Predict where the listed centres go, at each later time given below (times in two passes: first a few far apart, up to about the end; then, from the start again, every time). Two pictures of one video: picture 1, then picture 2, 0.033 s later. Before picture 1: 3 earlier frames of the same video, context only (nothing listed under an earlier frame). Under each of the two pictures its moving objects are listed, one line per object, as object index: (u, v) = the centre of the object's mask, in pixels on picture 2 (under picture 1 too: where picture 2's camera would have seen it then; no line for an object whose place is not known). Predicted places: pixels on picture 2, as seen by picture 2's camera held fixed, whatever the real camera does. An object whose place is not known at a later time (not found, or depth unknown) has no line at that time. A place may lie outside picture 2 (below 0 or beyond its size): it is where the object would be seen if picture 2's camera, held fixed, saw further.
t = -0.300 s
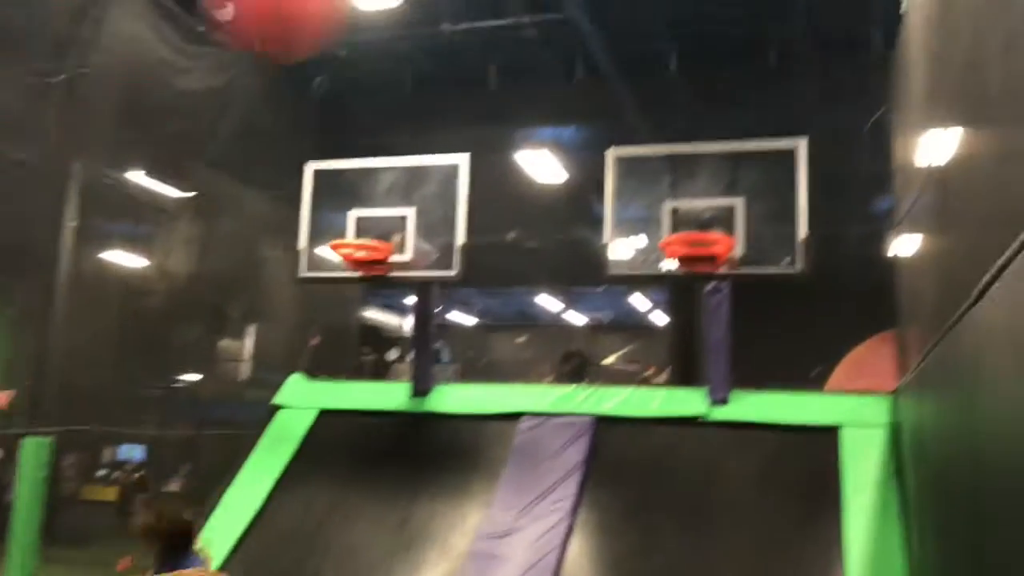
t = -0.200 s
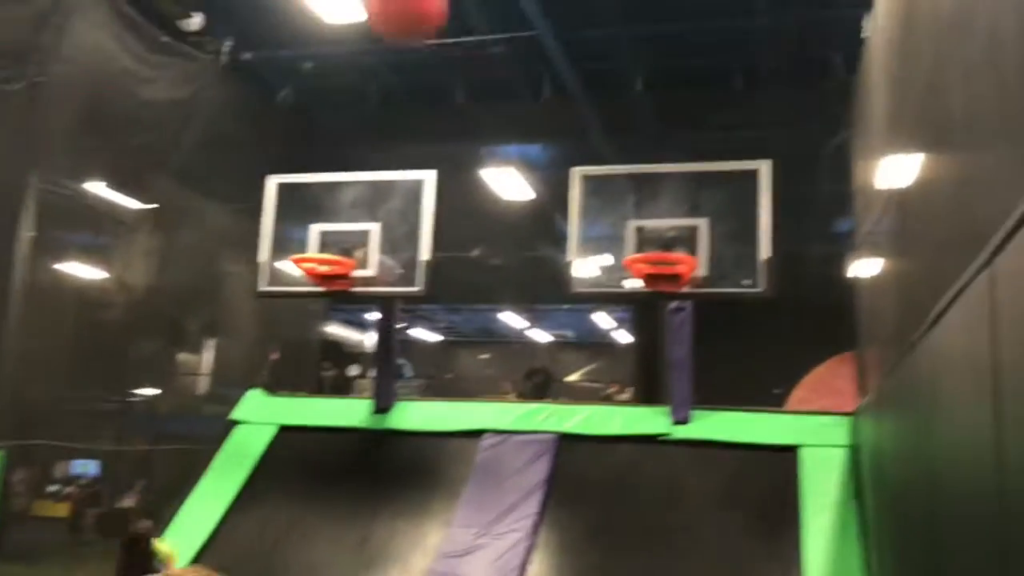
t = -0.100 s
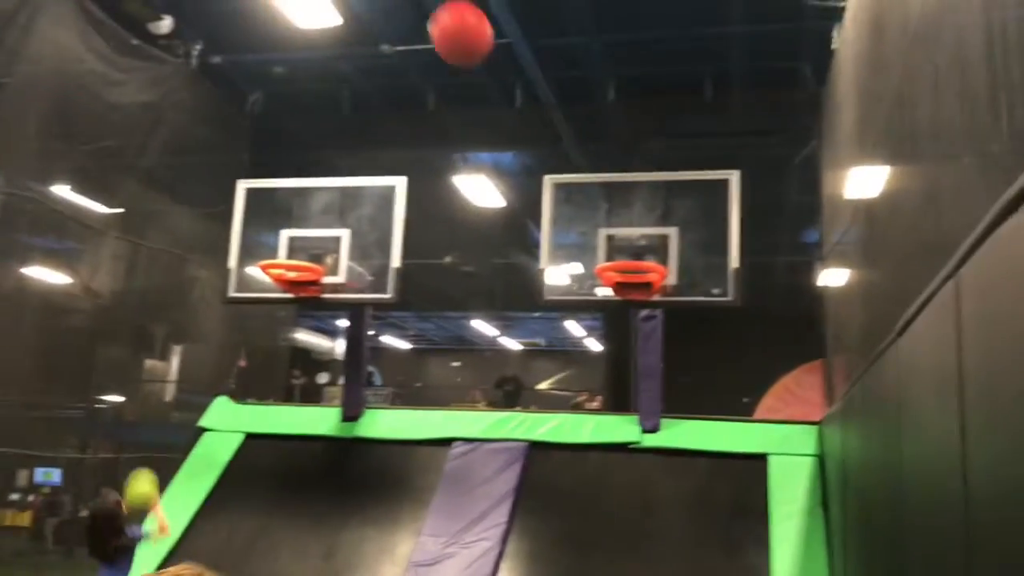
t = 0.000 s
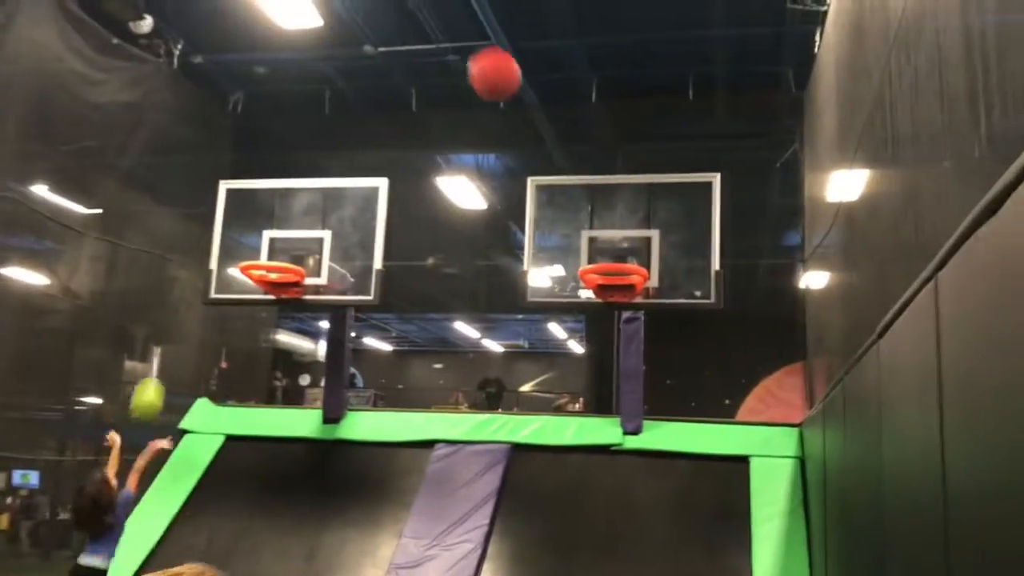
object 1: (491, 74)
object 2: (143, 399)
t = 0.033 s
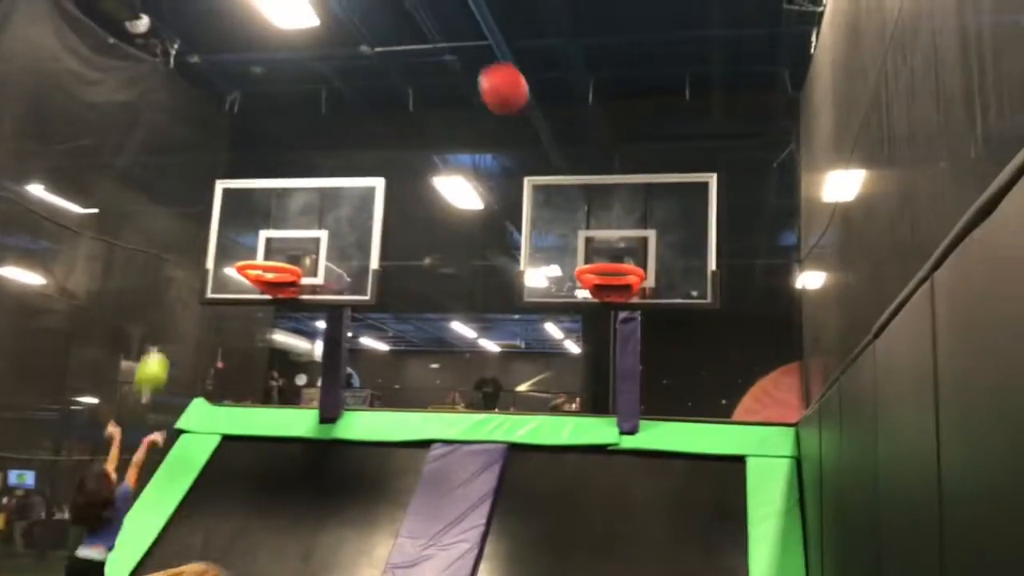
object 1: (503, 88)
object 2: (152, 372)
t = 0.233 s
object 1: (551, 190)
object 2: (189, 261)
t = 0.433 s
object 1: (574, 309)
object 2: (215, 218)
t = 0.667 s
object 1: (587, 463)
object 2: (234, 229)
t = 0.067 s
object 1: (514, 104)
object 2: (160, 346)
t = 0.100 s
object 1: (523, 120)
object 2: (166, 326)
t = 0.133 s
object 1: (532, 137)
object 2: (173, 307)
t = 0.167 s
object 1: (539, 155)
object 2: (179, 290)
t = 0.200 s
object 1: (545, 171)
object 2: (184, 274)
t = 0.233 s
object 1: (551, 190)
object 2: (189, 261)
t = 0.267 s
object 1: (556, 208)
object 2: (194, 251)
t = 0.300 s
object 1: (560, 228)
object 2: (199, 240)
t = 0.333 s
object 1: (563, 246)
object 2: (203, 233)
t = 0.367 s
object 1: (567, 267)
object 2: (207, 226)
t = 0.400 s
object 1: (568, 288)
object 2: (211, 221)
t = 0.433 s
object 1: (574, 309)
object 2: (215, 218)
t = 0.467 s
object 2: (218, 216)
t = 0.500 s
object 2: (222, 215)
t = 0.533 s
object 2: (225, 215)
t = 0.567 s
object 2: (227, 217)
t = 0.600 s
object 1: (583, 411)
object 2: (230, 220)
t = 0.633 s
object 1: (585, 439)
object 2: (232, 224)
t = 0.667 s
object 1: (587, 463)
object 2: (234, 229)
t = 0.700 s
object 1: (587, 463)
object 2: (237, 236)
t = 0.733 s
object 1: (584, 455)
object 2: (239, 244)
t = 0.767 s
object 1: (581, 442)
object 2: (240, 250)
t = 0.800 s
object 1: (579, 435)
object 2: (242, 248)
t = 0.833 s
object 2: (242, 242)
